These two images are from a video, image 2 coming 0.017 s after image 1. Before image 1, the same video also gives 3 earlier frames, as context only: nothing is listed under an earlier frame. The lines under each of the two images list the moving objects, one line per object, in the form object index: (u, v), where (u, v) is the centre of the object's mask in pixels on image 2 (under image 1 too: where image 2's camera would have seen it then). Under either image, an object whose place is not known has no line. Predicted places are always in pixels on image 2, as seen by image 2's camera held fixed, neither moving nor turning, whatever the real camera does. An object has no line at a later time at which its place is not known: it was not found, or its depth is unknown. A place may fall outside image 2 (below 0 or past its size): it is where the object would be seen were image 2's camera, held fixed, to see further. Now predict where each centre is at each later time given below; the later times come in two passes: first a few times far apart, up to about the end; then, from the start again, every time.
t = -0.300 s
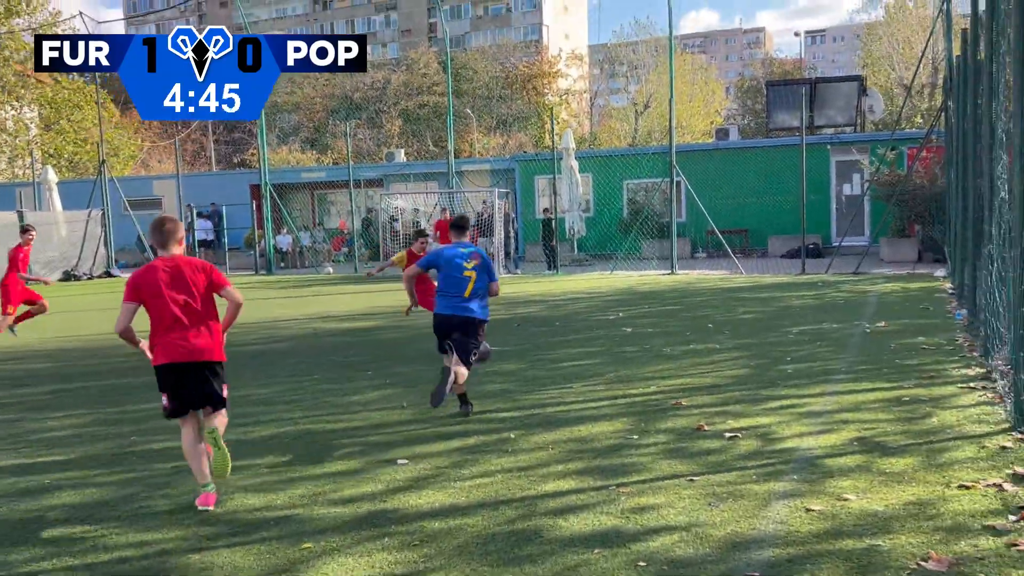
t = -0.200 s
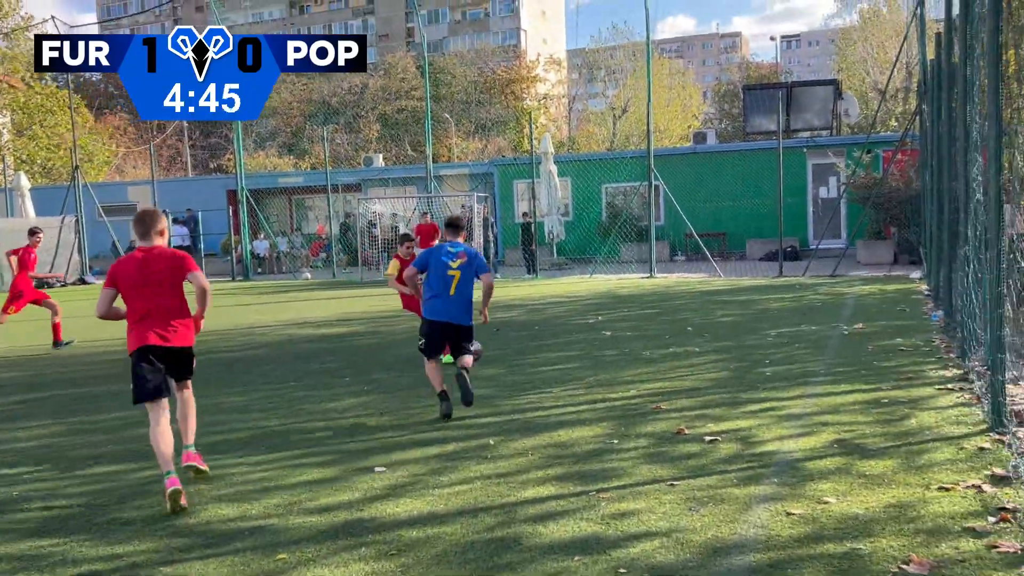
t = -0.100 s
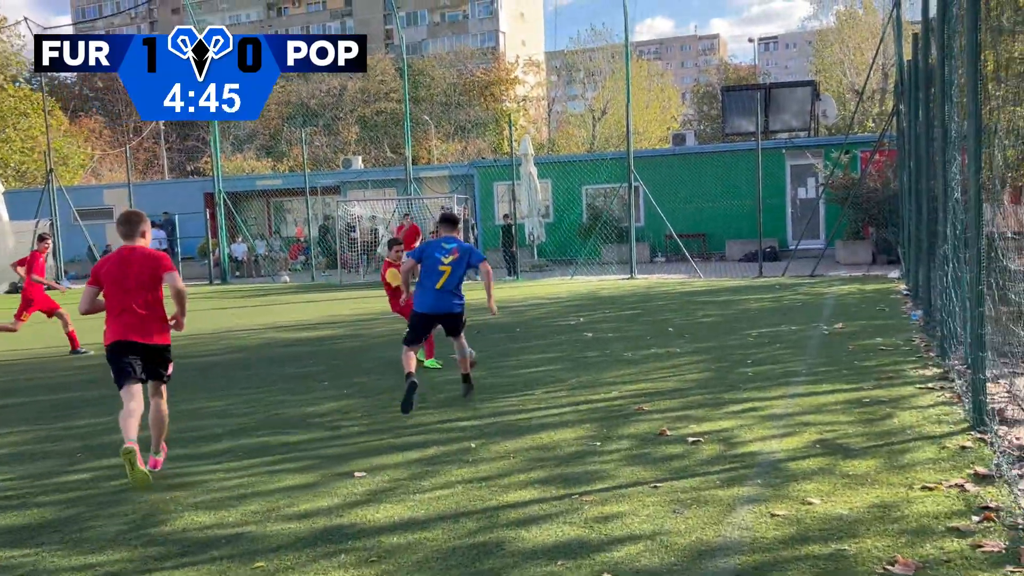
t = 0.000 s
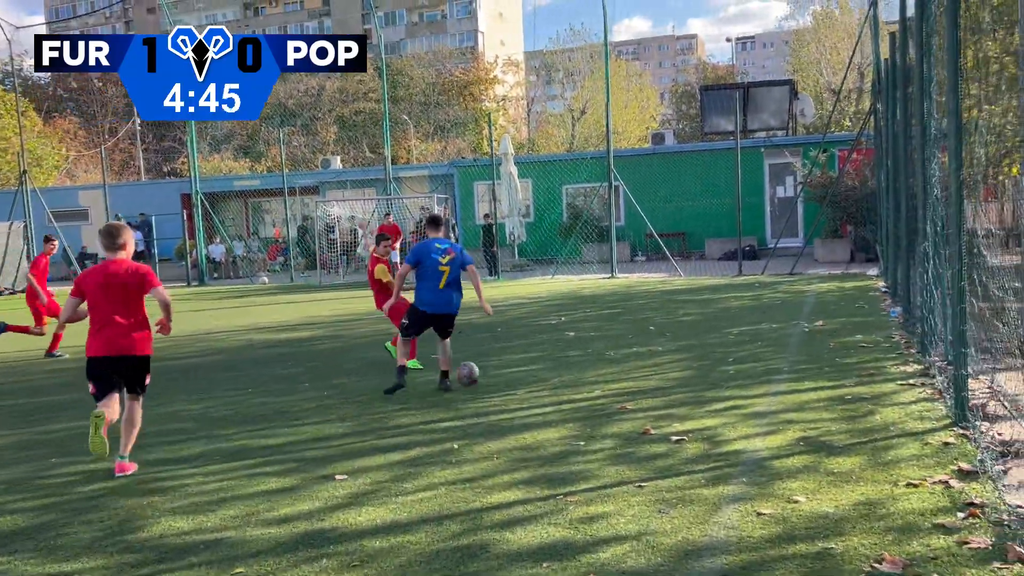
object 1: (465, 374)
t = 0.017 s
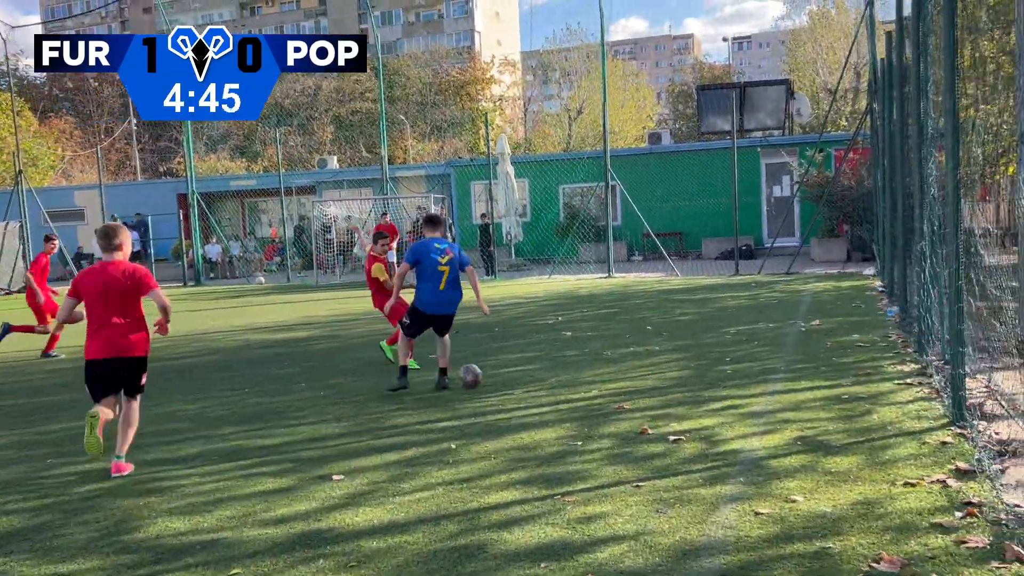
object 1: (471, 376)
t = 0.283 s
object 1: (545, 395)
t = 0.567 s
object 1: (623, 406)
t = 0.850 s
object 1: (710, 426)
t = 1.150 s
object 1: (819, 449)
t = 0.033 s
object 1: (476, 380)
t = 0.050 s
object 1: (480, 383)
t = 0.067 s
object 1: (485, 383)
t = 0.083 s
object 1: (489, 382)
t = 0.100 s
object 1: (493, 381)
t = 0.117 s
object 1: (498, 381)
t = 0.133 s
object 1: (503, 380)
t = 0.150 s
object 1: (507, 381)
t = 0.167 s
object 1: (512, 381)
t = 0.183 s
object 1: (517, 382)
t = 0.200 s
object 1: (521, 383)
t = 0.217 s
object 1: (525, 385)
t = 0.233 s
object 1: (530, 387)
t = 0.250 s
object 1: (535, 389)
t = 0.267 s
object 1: (541, 392)
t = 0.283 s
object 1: (545, 395)
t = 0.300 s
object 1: (550, 397)
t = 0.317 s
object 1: (555, 397)
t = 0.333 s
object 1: (559, 396)
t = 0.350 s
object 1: (563, 395)
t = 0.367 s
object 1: (568, 395)
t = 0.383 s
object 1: (572, 395)
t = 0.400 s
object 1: (576, 396)
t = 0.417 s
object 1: (581, 396)
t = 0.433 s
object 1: (585, 398)
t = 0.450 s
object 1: (590, 399)
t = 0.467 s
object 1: (595, 402)
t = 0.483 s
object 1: (600, 404)
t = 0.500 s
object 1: (605, 406)
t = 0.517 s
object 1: (609, 407)
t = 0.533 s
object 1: (614, 406)
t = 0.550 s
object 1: (618, 406)
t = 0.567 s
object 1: (623, 406)
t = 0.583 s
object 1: (627, 406)
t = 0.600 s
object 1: (632, 407)
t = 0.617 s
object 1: (637, 408)
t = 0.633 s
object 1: (642, 410)
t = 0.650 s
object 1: (647, 412)
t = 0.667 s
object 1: (652, 416)
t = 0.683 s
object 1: (656, 417)
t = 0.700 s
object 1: (662, 416)
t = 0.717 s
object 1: (668, 416)
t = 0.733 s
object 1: (673, 417)
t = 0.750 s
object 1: (678, 418)
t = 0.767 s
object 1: (683, 419)
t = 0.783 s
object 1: (688, 422)
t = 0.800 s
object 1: (694, 424)
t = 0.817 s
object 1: (700, 425)
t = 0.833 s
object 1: (704, 425)
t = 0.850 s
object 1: (710, 426)
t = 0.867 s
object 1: (716, 427)
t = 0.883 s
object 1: (721, 429)
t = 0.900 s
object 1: (727, 430)
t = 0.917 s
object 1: (732, 431)
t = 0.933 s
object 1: (737, 431)
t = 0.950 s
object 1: (744, 431)
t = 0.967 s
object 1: (750, 433)
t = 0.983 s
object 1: (756, 434)
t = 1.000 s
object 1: (762, 436)
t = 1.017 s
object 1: (768, 438)
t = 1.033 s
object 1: (773, 439)
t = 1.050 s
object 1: (780, 440)
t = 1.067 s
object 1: (786, 440)
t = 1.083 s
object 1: (793, 442)
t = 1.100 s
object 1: (799, 444)
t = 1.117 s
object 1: (806, 446)
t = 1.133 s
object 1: (813, 448)
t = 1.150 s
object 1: (819, 449)
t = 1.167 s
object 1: (826, 450)
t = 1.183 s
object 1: (833, 451)
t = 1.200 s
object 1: (840, 453)
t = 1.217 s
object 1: (847, 455)
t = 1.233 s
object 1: (854, 457)
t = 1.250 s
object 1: (861, 457)
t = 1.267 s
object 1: (868, 458)
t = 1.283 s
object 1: (875, 459)
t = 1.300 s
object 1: (882, 461)
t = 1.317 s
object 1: (889, 464)
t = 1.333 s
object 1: (897, 465)
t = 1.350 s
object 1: (904, 467)
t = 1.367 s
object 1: (911, 468)
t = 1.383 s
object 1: (919, 470)
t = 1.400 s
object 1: (927, 472)
